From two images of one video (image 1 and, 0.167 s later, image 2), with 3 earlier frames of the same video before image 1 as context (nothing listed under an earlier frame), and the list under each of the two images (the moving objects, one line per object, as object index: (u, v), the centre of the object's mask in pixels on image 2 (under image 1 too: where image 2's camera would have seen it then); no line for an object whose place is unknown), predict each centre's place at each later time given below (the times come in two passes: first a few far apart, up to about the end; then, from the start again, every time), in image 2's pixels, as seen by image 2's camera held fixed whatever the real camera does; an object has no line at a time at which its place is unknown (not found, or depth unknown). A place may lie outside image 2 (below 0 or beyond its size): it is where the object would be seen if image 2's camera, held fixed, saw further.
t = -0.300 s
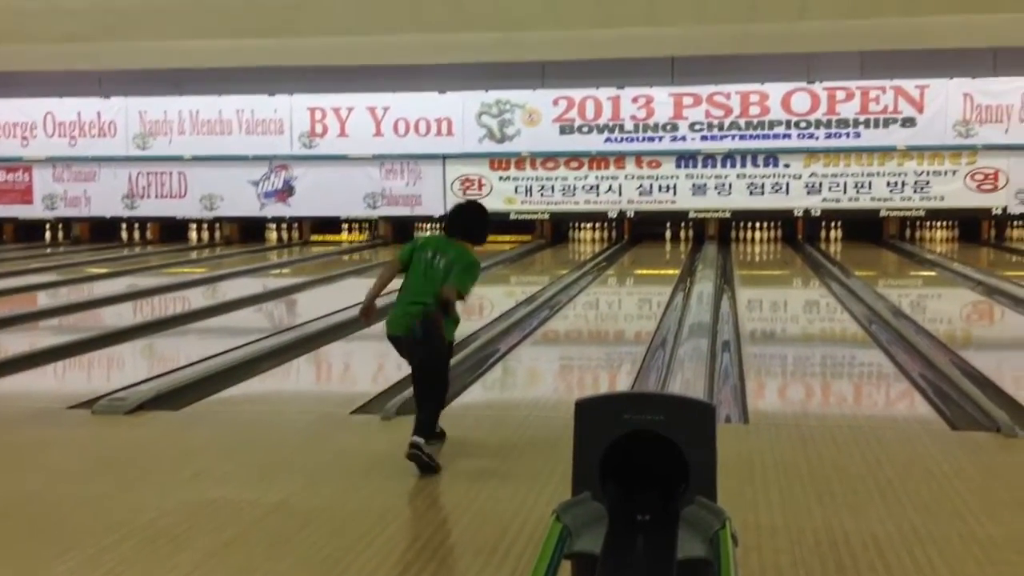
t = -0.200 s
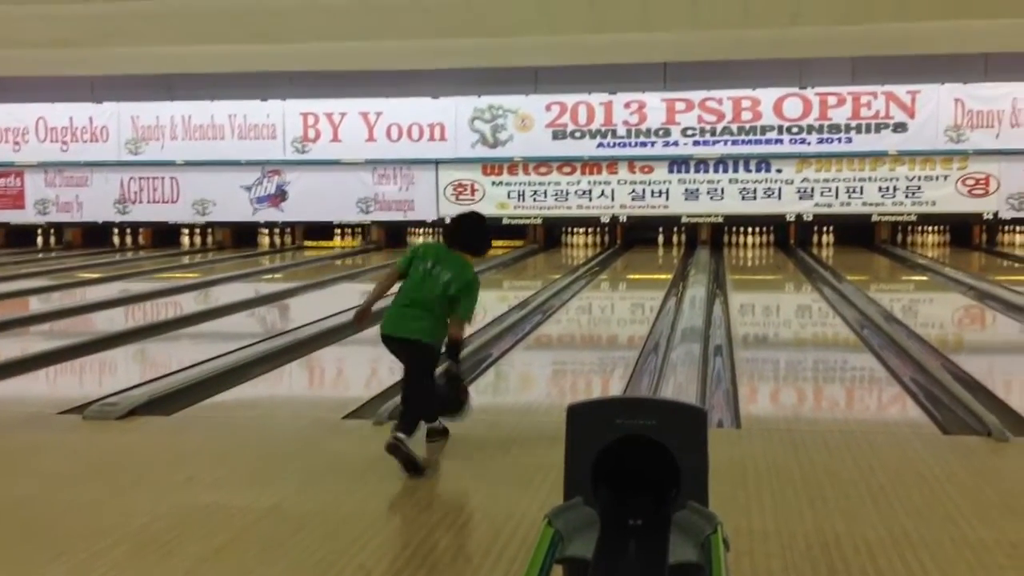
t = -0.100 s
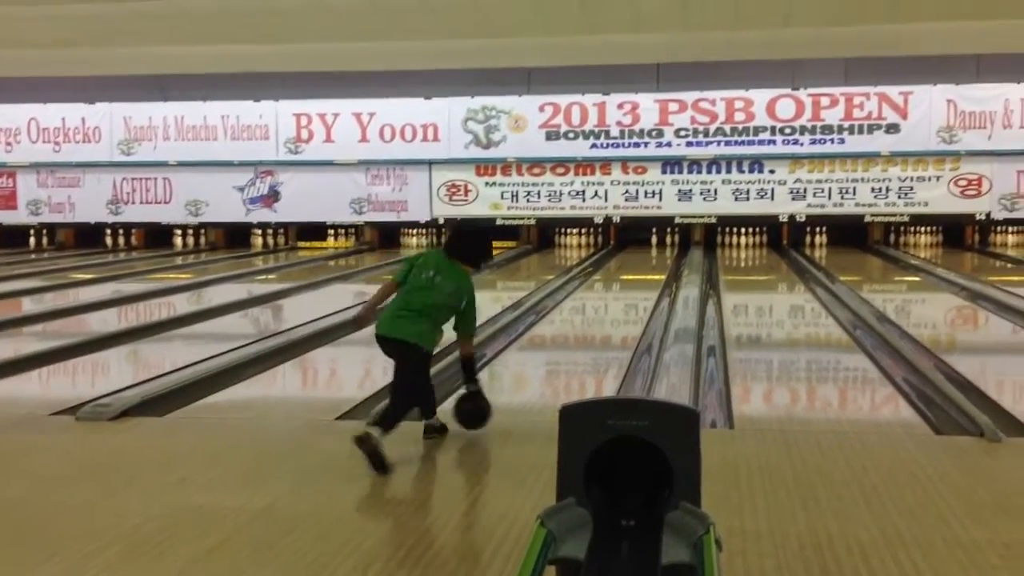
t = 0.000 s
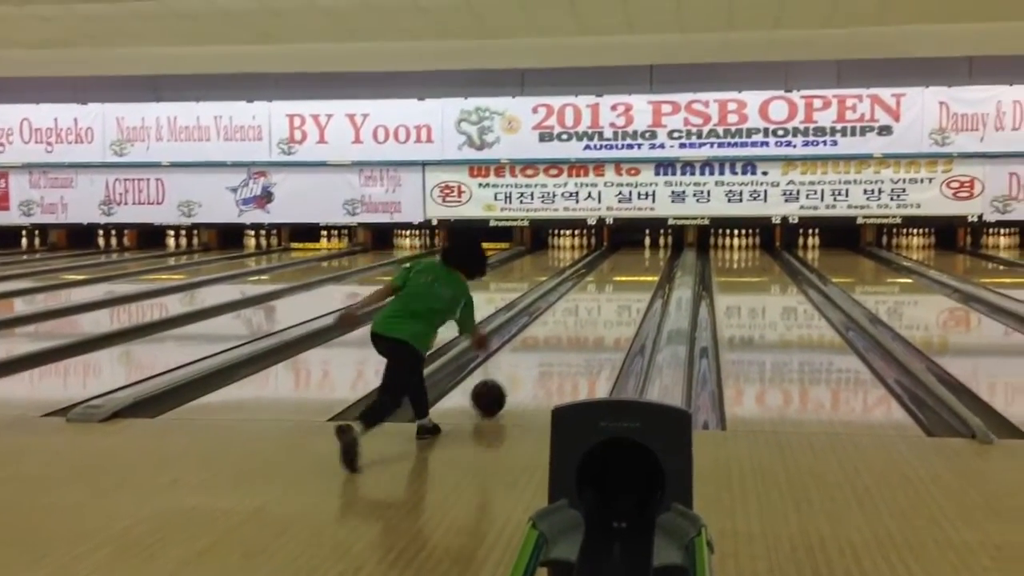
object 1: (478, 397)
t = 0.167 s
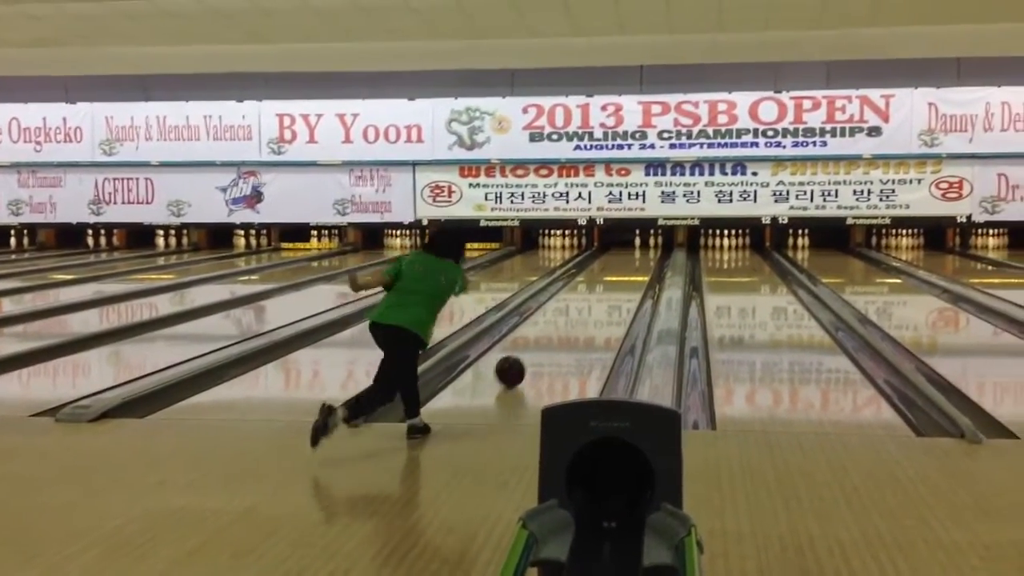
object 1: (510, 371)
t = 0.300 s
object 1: (530, 354)
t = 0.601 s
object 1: (564, 326)
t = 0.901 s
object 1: (588, 306)
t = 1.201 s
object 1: (606, 291)
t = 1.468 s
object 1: (618, 280)
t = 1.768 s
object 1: (629, 271)
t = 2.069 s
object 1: (636, 264)
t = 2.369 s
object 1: (641, 257)
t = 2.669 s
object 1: (644, 252)
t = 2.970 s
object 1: (645, 249)
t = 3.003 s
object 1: (645, 249)
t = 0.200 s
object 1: (515, 367)
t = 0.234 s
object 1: (520, 362)
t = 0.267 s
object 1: (525, 358)
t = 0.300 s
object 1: (530, 354)
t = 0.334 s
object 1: (534, 351)
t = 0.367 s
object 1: (539, 347)
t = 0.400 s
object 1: (543, 344)
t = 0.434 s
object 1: (547, 341)
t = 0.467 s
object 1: (550, 338)
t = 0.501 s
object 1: (554, 335)
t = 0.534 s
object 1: (557, 332)
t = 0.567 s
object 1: (560, 329)
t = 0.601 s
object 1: (564, 326)
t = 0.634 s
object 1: (567, 324)
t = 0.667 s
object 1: (570, 321)
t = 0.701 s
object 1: (573, 319)
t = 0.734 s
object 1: (576, 317)
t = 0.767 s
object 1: (578, 314)
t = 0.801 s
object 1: (581, 312)
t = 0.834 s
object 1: (583, 310)
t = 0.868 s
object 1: (586, 308)
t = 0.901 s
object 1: (588, 306)
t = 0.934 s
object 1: (591, 304)
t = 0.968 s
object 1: (593, 302)
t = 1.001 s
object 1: (595, 300)
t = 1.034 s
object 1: (597, 299)
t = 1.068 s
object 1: (599, 297)
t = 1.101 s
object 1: (600, 295)
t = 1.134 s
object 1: (602, 294)
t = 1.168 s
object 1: (604, 292)
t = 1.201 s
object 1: (606, 291)
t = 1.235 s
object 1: (608, 289)
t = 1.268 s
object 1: (609, 288)
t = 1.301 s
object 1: (611, 286)
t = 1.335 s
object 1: (612, 285)
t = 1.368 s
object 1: (614, 284)
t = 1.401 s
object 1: (615, 283)
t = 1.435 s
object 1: (617, 281)
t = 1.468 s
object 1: (618, 280)
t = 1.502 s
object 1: (619, 279)
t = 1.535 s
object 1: (620, 278)
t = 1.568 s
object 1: (622, 277)
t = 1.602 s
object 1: (623, 276)
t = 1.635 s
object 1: (624, 274)
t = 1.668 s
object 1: (626, 273)
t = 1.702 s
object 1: (627, 273)
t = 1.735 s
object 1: (628, 271)
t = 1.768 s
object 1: (629, 271)
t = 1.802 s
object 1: (630, 270)
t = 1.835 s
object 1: (631, 269)
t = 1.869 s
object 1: (631, 268)
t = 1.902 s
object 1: (633, 267)
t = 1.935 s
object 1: (634, 266)
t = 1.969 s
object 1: (634, 265)
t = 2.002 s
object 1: (635, 264)
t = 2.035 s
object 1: (636, 264)
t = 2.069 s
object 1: (636, 264)
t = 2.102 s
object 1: (637, 262)
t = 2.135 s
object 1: (637, 262)
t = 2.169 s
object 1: (638, 262)
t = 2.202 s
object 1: (639, 260)
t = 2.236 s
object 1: (639, 260)
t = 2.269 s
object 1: (640, 259)
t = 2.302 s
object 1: (641, 258)
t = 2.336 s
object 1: (641, 258)
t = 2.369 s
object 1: (641, 257)
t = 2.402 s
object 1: (642, 257)
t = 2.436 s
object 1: (642, 257)
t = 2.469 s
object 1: (642, 256)
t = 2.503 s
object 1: (643, 255)
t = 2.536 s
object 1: (643, 255)
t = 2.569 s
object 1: (643, 254)
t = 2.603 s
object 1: (643, 253)
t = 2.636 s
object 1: (644, 253)
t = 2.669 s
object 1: (644, 252)
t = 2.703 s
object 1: (644, 251)
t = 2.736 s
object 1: (644, 251)
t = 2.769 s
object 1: (644, 251)
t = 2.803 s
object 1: (645, 251)
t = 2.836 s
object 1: (645, 250)
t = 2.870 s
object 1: (645, 250)
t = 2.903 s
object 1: (645, 249)
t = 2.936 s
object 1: (645, 249)
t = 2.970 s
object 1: (645, 249)
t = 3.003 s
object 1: (645, 249)
